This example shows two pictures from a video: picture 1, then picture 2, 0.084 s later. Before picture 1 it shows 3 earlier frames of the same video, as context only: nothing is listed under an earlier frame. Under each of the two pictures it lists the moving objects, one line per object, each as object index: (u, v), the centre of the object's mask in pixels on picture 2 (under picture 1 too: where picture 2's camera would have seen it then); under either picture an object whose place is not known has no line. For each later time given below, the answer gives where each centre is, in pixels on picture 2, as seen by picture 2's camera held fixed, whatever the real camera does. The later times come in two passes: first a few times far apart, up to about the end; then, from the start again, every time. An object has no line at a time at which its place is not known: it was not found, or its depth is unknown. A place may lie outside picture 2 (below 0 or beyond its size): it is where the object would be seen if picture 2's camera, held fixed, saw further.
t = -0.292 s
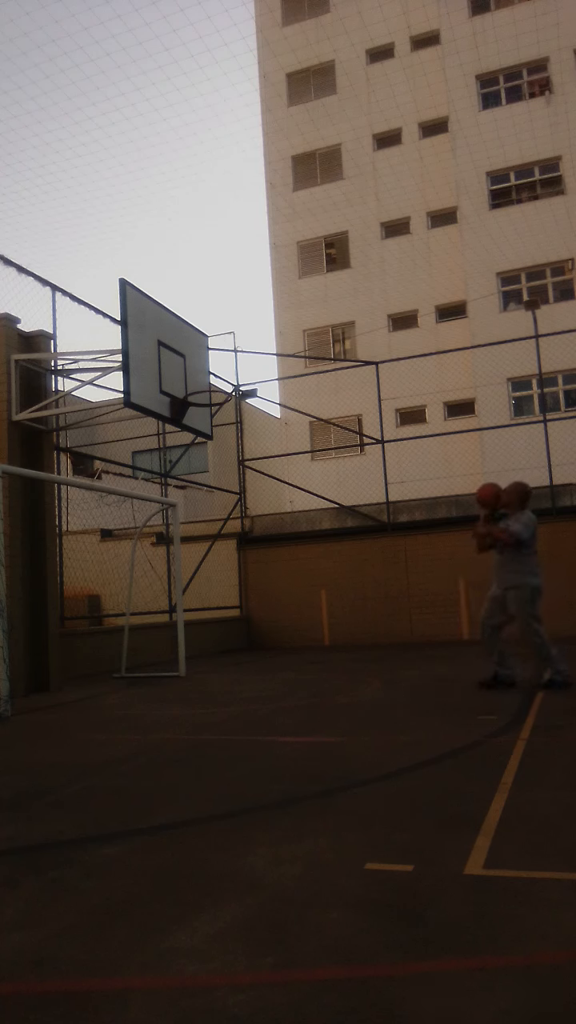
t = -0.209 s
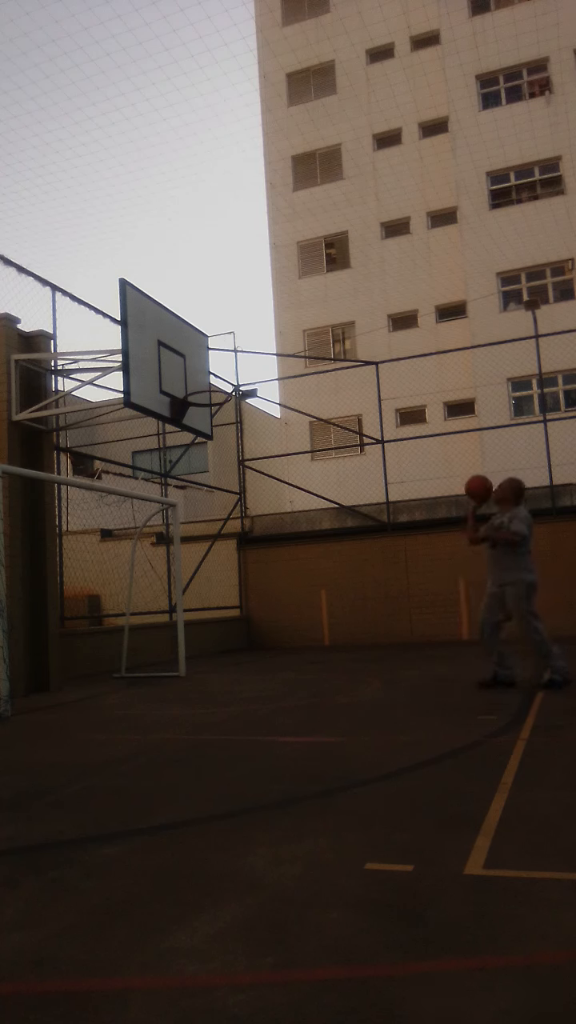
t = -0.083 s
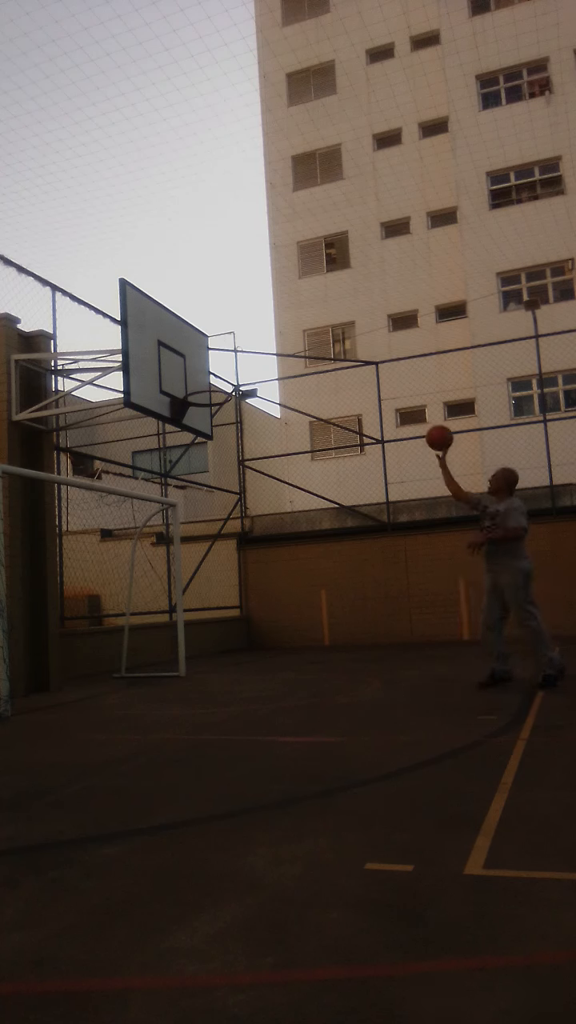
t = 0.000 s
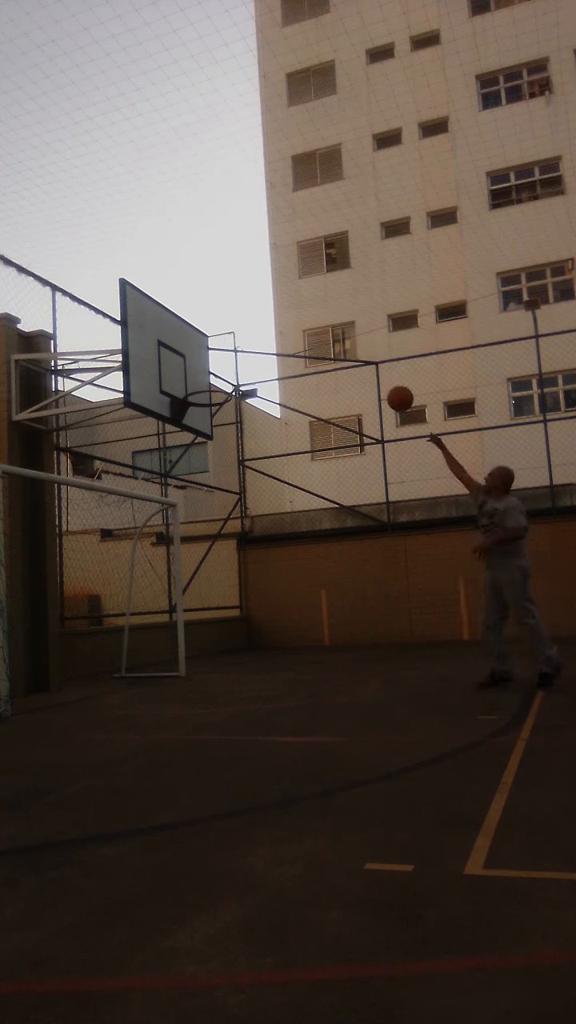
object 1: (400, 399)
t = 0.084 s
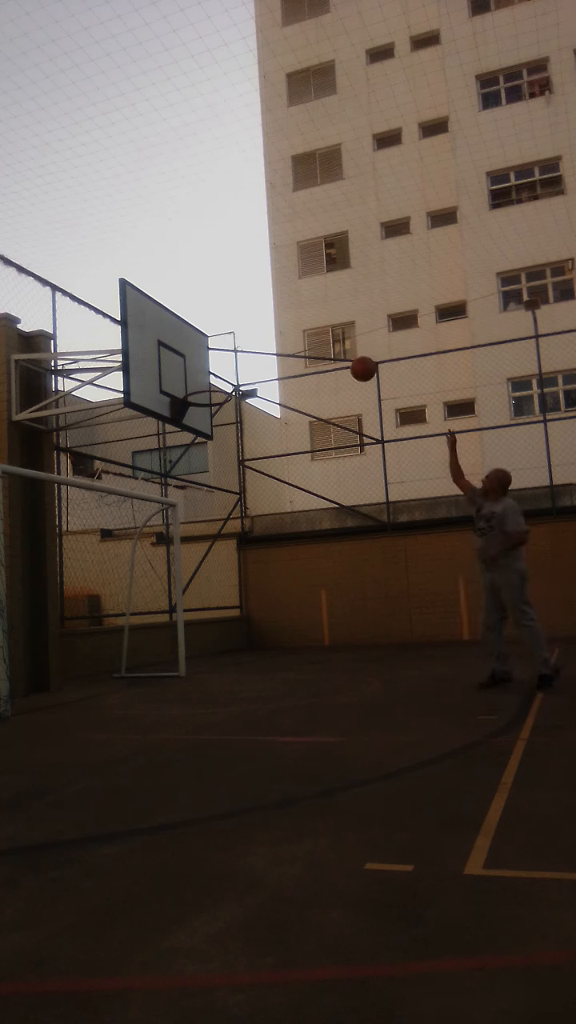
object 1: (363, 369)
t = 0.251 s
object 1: (296, 335)
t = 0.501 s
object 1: (207, 339)
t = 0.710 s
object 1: (209, 365)
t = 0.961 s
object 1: (259, 380)
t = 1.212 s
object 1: (314, 400)
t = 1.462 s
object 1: (372, 481)
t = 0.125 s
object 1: (346, 357)
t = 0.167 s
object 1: (328, 348)
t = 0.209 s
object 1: (312, 340)
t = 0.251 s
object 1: (296, 335)
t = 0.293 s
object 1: (280, 331)
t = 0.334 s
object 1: (265, 329)
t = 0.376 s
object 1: (250, 329)
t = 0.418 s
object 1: (235, 331)
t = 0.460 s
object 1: (221, 334)
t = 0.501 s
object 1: (207, 339)
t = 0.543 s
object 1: (193, 345)
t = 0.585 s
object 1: (185, 351)
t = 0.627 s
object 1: (194, 354)
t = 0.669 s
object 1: (202, 358)
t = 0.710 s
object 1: (209, 365)
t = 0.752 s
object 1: (217, 373)
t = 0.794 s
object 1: (226, 383)
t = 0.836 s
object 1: (232, 390)
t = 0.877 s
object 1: (241, 386)
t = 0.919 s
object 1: (249, 384)
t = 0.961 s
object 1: (259, 380)
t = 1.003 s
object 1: (268, 379)
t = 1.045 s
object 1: (277, 380)
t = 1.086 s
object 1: (286, 383)
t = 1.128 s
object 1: (295, 387)
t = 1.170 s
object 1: (304, 393)
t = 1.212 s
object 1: (314, 400)
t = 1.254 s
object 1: (323, 409)
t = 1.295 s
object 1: (333, 420)
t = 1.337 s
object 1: (343, 433)
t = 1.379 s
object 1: (352, 448)
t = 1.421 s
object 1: (362, 463)
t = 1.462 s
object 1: (372, 481)
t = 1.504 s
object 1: (382, 500)
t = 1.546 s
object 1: (393, 520)
